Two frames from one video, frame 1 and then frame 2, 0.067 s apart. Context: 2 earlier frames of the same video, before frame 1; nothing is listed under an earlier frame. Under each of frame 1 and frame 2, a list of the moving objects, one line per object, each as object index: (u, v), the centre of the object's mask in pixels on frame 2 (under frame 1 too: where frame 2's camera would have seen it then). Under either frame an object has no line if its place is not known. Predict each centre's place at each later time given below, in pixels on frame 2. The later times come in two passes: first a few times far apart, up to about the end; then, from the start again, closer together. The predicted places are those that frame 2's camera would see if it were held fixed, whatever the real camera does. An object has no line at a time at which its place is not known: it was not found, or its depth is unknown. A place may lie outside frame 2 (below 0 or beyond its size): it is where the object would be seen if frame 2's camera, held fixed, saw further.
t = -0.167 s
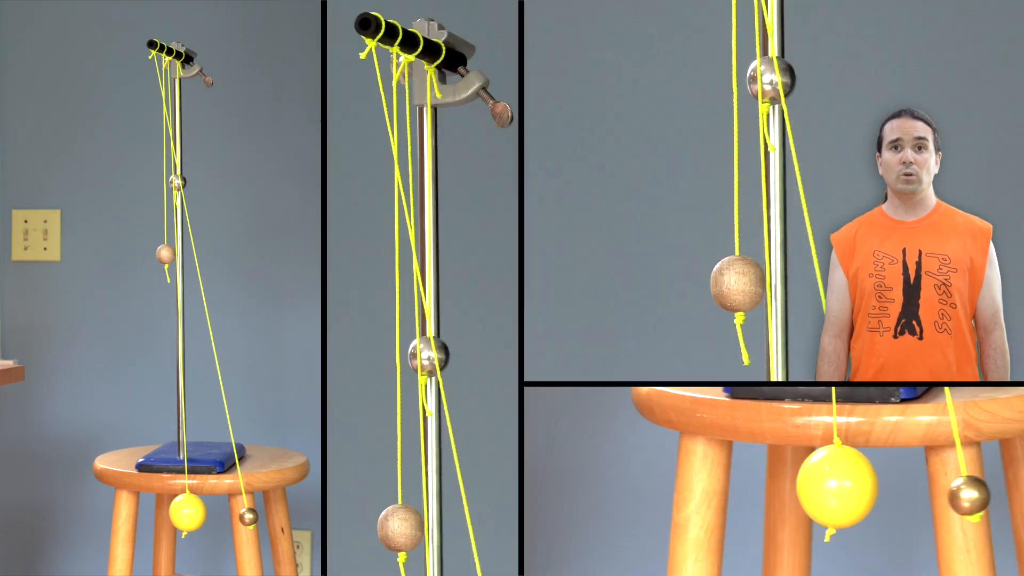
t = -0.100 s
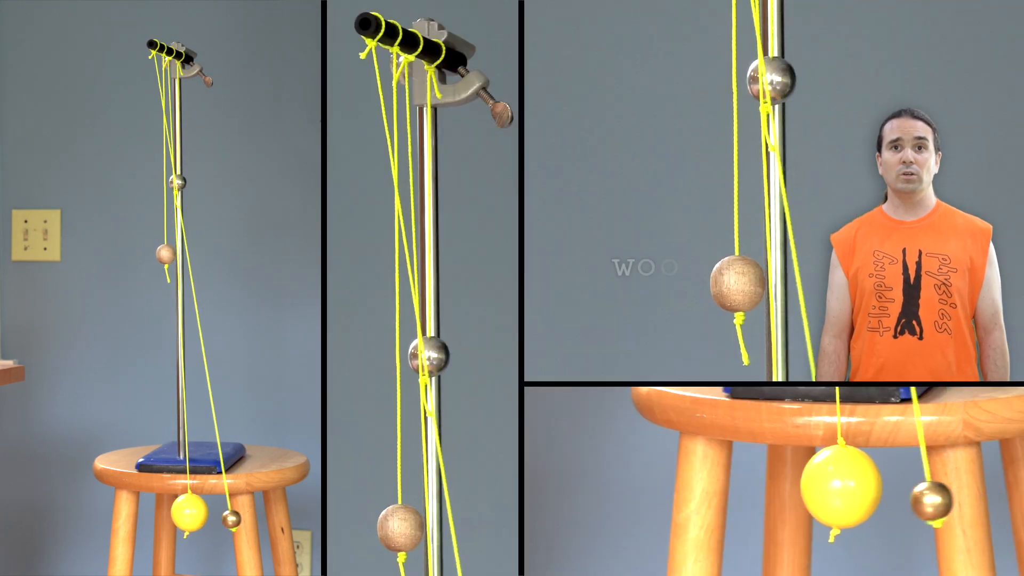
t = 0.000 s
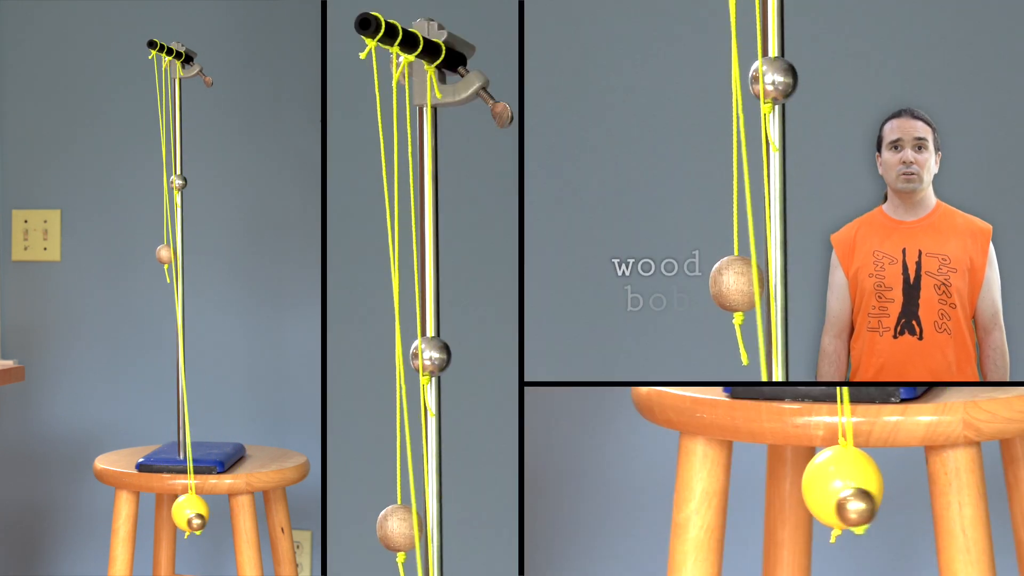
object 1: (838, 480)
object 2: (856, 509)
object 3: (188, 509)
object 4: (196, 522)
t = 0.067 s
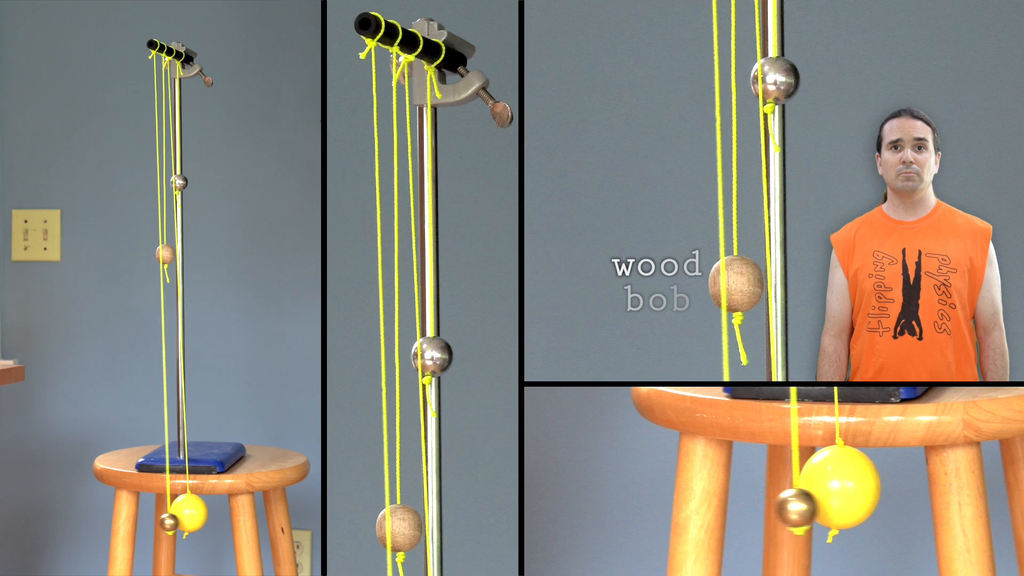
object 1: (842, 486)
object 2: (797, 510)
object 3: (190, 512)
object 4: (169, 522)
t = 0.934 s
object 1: (772, 480)
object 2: (822, 508)
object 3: (158, 509)
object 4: (181, 522)
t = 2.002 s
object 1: (790, 483)
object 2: (566, 476)
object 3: (166, 511)
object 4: (64, 507)
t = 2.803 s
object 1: (818, 485)
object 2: (990, 492)
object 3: (179, 512)
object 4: (258, 515)
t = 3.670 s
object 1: (776, 482)
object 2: (569, 476)
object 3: (159, 510)
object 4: (64, 507)
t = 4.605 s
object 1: (843, 487)
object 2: (930, 503)
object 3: (190, 512)
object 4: (231, 519)
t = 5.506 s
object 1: (762, 479)
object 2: (706, 502)
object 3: (153, 509)
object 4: (127, 519)
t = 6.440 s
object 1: (832, 487)
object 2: (718, 505)
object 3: (185, 513)
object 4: (133, 520)
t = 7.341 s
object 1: (791, 482)
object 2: (912, 504)
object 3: (166, 510)
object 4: (222, 520)
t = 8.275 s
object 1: (789, 483)
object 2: (576, 479)
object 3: (165, 511)
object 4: (68, 508)
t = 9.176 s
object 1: (834, 486)
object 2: (979, 495)
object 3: (186, 512)
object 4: (253, 516)
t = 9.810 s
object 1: (794, 484)
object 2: (587, 481)
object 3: (168, 511)
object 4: (72, 509)
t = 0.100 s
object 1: (837, 487)
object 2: (766, 509)
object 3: (188, 513)
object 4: (155, 522)
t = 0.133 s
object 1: (834, 487)
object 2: (737, 506)
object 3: (186, 513)
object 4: (142, 521)
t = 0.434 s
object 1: (791, 484)
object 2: (563, 475)
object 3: (166, 511)
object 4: (62, 507)
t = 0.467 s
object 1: (786, 483)
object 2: (560, 474)
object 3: (164, 511)
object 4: (60, 506)
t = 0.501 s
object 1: (781, 482)
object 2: (561, 474)
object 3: (162, 510)
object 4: (60, 506)
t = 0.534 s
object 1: (777, 482)
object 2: (565, 475)
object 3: (160, 510)
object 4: (62, 507)
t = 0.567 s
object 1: (773, 481)
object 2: (572, 477)
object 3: (158, 510)
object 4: (66, 507)
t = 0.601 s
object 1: (770, 481)
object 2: (583, 480)
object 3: (156, 510)
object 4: (71, 509)
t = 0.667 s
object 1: (765, 480)
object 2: (615, 487)
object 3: (154, 509)
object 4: (85, 512)
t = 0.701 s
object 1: (764, 480)
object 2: (635, 491)
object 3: (154, 509)
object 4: (94, 514)
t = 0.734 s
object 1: (763, 479)
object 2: (657, 495)
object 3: (153, 509)
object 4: (105, 516)
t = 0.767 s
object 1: (763, 479)
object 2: (682, 499)
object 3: (153, 509)
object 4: (116, 517)
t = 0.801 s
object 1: (764, 479)
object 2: (709, 502)
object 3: (154, 509)
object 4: (128, 519)
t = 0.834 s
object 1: (769, 477)
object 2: (736, 505)
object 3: (156, 508)
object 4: (141, 520)
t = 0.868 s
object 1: (768, 473)
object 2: (765, 508)
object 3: (156, 506)
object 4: (154, 521)
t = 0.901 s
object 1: (766, 476)
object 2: (794, 508)
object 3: (155, 508)
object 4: (168, 522)
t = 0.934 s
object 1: (772, 480)
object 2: (822, 508)
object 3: (158, 509)
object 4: (181, 522)
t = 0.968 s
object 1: (777, 481)
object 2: (850, 508)
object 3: (160, 510)
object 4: (194, 521)
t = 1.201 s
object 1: (812, 484)
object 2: (986, 494)
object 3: (176, 511)
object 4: (256, 515)
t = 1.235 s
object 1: (817, 485)
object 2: (993, 493)
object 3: (178, 512)
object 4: (259, 515)
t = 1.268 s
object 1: (822, 485)
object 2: (996, 492)
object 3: (181, 512)
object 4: (261, 514)
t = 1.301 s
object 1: (827, 485)
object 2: (995, 493)
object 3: (183, 512)
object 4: (260, 514)
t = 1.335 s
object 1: (831, 486)
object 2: (990, 494)
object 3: (185, 512)
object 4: (258, 515)
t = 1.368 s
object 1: (835, 486)
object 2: (980, 495)
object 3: (186, 512)
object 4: (254, 516)
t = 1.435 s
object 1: (840, 486)
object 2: (951, 500)
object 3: (189, 512)
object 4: (240, 518)
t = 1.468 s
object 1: (842, 486)
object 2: (931, 502)
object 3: (190, 512)
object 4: (231, 519)
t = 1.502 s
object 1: (843, 487)
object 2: (909, 505)
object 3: (190, 512)
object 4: (221, 520)
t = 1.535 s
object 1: (839, 485)
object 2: (884, 507)
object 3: (189, 512)
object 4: (209, 521)
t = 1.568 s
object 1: (839, 480)
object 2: (857, 509)
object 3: (188, 509)
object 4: (197, 522)
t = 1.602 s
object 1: (846, 480)
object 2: (829, 510)
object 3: (191, 510)
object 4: (184, 522)
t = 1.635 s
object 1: (843, 485)
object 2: (799, 510)
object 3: (190, 512)
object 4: (170, 522)
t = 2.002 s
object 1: (790, 483)
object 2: (566, 476)
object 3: (166, 511)
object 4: (64, 507)
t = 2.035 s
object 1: (785, 483)
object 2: (563, 475)
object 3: (162, 511)
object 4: (63, 506)
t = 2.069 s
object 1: (781, 482)
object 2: (563, 475)
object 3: (161, 510)
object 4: (63, 506)
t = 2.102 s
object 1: (776, 482)
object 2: (567, 476)
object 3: (159, 510)
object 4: (64, 507)
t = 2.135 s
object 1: (772, 481)
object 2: (574, 477)
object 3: (158, 510)
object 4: (68, 507)
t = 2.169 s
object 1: (769, 481)
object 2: (584, 480)
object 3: (156, 510)
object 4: (73, 509)
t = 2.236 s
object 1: (764, 480)
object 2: (615, 487)
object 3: (154, 509)
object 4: (87, 512)
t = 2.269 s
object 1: (763, 479)
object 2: (635, 491)
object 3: (153, 509)
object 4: (96, 514)
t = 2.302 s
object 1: (762, 479)
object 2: (657, 495)
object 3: (153, 509)
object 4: (106, 515)
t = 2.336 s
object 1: (762, 479)
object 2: (681, 498)
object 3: (153, 509)
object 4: (117, 517)
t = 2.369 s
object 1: (763, 479)
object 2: (708, 502)
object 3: (153, 509)
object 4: (129, 519)
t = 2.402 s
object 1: (768, 476)
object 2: (735, 505)
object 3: (156, 508)
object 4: (141, 520)
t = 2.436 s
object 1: (768, 472)
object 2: (763, 505)
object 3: (155, 506)
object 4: (154, 521)
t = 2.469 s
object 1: (766, 476)
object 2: (792, 506)
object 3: (155, 508)
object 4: (167, 522)
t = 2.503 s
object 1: (772, 480)
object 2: (820, 508)
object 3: (157, 509)
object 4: (180, 521)
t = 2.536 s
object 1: (777, 481)
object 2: (847, 506)
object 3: (159, 510)
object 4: (193, 521)
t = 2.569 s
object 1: (781, 481)
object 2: (873, 505)
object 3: (161, 510)
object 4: (205, 521)
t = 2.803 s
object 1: (818, 485)
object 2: (990, 492)
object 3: (179, 512)
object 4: (258, 515)
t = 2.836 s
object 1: (823, 485)
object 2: (993, 491)
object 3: (181, 512)
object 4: (259, 515)
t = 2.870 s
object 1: (827, 485)
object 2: (992, 492)
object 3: (183, 512)
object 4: (259, 515)
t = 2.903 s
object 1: (832, 486)
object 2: (987, 493)
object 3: (185, 512)
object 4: (257, 515)
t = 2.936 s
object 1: (835, 486)
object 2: (978, 494)
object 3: (187, 512)
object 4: (253, 516)
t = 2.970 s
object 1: (838, 486)
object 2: (966, 496)
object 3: (188, 512)
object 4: (247, 517)
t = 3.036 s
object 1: (843, 487)
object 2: (930, 501)
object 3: (190, 512)
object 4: (231, 519)
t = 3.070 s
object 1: (844, 487)
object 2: (908, 503)
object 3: (191, 513)
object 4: (221, 520)
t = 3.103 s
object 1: (840, 486)
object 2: (884, 506)
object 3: (189, 512)
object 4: (210, 521)
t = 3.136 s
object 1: (840, 481)
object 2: (857, 507)
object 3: (189, 509)
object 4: (197, 522)
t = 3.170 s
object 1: (847, 480)
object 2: (829, 508)
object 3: (192, 510)
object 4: (184, 523)
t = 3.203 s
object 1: (844, 485)
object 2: (799, 508)
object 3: (190, 512)
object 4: (170, 522)
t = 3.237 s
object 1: (838, 487)
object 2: (770, 507)
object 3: (188, 513)
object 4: (157, 522)
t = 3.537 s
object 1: (795, 484)
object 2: (576, 479)
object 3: (168, 511)
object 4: (67, 508)
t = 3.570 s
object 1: (790, 483)
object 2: (569, 477)
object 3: (166, 511)
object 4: (64, 507)
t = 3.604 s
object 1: (785, 483)
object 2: (565, 476)
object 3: (163, 511)
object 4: (62, 507)
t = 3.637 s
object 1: (780, 482)
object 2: (565, 475)
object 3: (161, 510)
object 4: (62, 507)
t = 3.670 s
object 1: (776, 482)
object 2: (569, 476)
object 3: (159, 510)
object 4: (64, 507)
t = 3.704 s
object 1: (772, 481)
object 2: (576, 478)
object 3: (157, 510)
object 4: (67, 508)
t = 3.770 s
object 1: (766, 480)
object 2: (599, 484)
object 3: (154, 509)
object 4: (78, 510)
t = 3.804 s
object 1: (764, 480)
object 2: (616, 487)
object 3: (153, 509)
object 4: (86, 512)
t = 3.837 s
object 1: (762, 479)
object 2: (636, 491)
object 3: (153, 509)
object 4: (95, 514)
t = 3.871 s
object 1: (762, 479)
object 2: (657, 495)
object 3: (153, 509)
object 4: (104, 516)
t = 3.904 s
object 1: (762, 479)
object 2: (681, 498)
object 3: (153, 509)
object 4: (116, 517)
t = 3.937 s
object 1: (763, 479)
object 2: (707, 502)
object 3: (153, 509)
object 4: (128, 519)
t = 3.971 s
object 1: (768, 476)
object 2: (734, 505)
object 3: (155, 508)
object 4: (140, 520)
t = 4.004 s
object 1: (767, 472)
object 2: (762, 507)
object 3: (155, 506)
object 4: (153, 521)
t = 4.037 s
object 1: (766, 475)
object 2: (790, 508)
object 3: (154, 507)
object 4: (166, 522)
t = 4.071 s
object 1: (771, 480)
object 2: (818, 508)
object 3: (157, 509)
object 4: (179, 522)
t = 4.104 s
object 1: (776, 481)
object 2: (845, 508)
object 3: (159, 510)
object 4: (191, 522)
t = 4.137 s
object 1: (781, 481)
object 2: (871, 507)
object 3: (161, 510)
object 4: (203, 521)
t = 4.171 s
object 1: (786, 482)
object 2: (896, 505)
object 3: (164, 510)
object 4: (215, 520)
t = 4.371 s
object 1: (818, 485)
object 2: (987, 494)
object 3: (179, 512)
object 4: (257, 515)
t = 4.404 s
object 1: (823, 485)
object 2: (991, 493)
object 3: (181, 512)
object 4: (258, 515)
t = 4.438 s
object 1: (828, 485)
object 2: (990, 493)
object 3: (183, 512)
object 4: (258, 515)
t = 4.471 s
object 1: (832, 486)
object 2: (985, 494)
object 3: (185, 512)
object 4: (256, 515)
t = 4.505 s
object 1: (836, 486)
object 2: (977, 496)
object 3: (187, 512)
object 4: (252, 516)
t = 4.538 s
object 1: (839, 486)
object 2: (965, 498)
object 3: (188, 512)
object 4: (247, 517)
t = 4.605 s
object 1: (843, 487)
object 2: (930, 503)
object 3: (190, 512)
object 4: (231, 519)
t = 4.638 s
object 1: (844, 487)
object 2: (908, 505)
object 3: (191, 513)
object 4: (220, 520)
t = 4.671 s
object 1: (840, 486)
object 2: (885, 507)
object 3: (189, 512)
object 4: (210, 521)
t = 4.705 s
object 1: (840, 481)
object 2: (858, 509)
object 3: (189, 510)
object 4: (198, 522)
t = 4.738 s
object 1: (847, 480)
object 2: (831, 511)
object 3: (192, 510)
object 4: (185, 523)
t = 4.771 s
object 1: (844, 486)
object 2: (801, 510)
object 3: (191, 512)
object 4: (171, 522)
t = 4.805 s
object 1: (839, 487)
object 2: (772, 509)
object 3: (188, 513)
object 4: (158, 522)
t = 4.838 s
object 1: (836, 487)
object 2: (743, 507)
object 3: (187, 513)
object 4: (145, 521)
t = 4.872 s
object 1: (832, 487)
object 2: (716, 505)
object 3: (185, 513)
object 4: (132, 520)
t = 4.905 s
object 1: (827, 487)
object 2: (689, 501)
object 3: (183, 512)
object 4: (119, 519)
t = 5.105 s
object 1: (795, 484)
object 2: (579, 479)
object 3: (168, 511)
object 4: (69, 508)
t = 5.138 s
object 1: (790, 483)
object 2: (571, 478)
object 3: (166, 511)
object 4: (65, 508)
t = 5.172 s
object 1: (785, 483)
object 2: (568, 476)
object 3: (163, 511)
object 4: (64, 507)
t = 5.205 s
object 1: (780, 482)
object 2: (567, 476)
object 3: (161, 510)
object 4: (64, 507)
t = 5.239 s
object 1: (775, 481)
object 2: (571, 477)
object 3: (159, 510)
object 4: (65, 507)
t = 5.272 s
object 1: (771, 481)
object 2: (577, 479)
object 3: (157, 510)
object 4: (68, 508)
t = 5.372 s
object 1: (763, 480)
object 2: (617, 487)
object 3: (153, 509)
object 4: (86, 512)
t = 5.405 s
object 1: (762, 479)
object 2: (636, 491)
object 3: (153, 509)
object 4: (95, 514)
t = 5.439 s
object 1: (761, 479)
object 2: (657, 495)
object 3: (152, 509)
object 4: (105, 516)
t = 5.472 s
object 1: (761, 479)
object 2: (681, 498)
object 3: (153, 509)
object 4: (115, 517)
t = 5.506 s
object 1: (762, 479)
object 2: (706, 502)
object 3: (153, 509)
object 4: (127, 519)
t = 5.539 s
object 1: (767, 476)
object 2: (733, 505)
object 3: (155, 508)
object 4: (140, 520)
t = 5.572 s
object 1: (767, 472)
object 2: (760, 507)
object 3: (155, 506)
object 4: (152, 521)
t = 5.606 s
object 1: (765, 475)
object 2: (788, 506)
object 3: (154, 507)
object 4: (165, 521)
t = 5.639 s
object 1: (770, 479)
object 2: (816, 508)
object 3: (157, 509)
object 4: (178, 522)
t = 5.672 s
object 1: (776, 481)
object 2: (843, 508)
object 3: (159, 510)
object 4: (190, 521)
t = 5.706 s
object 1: (780, 481)
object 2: (869, 507)
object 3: (161, 510)
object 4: (202, 521)
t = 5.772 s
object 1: (791, 482)
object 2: (915, 503)
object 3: (166, 510)
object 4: (223, 519)
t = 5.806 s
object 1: (796, 483)
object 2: (935, 501)
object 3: (168, 511)
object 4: (233, 518)
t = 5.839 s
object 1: (802, 483)
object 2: (953, 499)
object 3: (171, 511)
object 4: (241, 517)
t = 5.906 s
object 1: (813, 484)
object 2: (978, 495)
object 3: (176, 511)
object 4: (252, 516)
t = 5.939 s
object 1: (819, 485)
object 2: (985, 494)
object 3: (179, 512)
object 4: (256, 515)
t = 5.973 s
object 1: (824, 485)
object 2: (988, 494)
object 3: (181, 512)
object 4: (257, 515)
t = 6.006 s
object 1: (828, 486)
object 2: (988, 494)
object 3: (183, 512)
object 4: (257, 515)
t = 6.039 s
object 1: (833, 486)
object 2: (983, 495)
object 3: (185, 512)
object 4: (255, 516)
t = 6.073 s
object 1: (836, 486)
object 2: (975, 496)
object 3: (187, 512)
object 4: (251, 516)
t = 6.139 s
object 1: (842, 486)
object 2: (948, 500)
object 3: (190, 512)
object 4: (239, 518)
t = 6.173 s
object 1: (844, 487)
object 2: (929, 503)
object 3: (191, 512)
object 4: (230, 519)
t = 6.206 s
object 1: (845, 487)
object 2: (908, 505)
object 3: (191, 513)
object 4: (221, 520)
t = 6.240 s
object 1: (841, 486)
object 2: (885, 508)
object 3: (189, 512)
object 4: (210, 521)
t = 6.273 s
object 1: (841, 481)
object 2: (859, 509)
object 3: (189, 509)
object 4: (198, 522)
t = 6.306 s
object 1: (848, 481)
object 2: (831, 511)
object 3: (192, 510)
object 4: (185, 523)
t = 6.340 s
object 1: (845, 486)
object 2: (802, 510)
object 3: (191, 512)
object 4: (172, 522)
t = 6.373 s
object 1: (839, 487)
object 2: (773, 509)
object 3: (189, 513)
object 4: (158, 522)
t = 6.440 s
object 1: (832, 487)
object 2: (718, 505)
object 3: (185, 513)
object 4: (133, 520)
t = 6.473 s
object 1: (828, 487)
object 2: (691, 501)
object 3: (183, 513)
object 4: (120, 519)
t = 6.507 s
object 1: (823, 486)
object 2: (666, 498)
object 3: (181, 512)
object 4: (109, 517)
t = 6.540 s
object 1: (818, 486)
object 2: (644, 494)
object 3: (178, 512)
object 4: (99, 515)
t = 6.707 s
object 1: (789, 483)
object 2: (574, 478)
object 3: (165, 511)
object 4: (66, 508)
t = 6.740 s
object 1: (784, 483)
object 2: (570, 477)
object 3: (163, 511)
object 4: (65, 507)
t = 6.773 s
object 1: (779, 482)
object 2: (570, 477)
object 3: (161, 510)
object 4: (65, 507)
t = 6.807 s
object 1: (775, 481)
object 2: (572, 477)
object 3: (159, 510)
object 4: (66, 507)
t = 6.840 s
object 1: (771, 481)
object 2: (579, 479)
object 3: (157, 510)
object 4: (69, 508)
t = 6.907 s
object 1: (764, 480)
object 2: (602, 484)
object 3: (154, 509)
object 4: (79, 511)
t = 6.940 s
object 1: (762, 479)
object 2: (618, 487)
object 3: (153, 509)
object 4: (87, 512)
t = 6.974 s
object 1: (761, 479)
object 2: (636, 491)
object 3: (152, 509)
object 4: (95, 514)
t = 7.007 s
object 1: (760, 479)
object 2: (657, 495)
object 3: (152, 509)
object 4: (105, 516)
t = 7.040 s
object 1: (760, 479)
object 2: (681, 498)
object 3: (152, 509)
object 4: (115, 517)
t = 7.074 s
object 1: (761, 479)
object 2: (706, 502)
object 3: (152, 509)
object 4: (127, 519)
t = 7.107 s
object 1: (766, 476)
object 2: (732, 505)
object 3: (155, 508)
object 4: (139, 520)
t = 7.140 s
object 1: (766, 472)
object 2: (759, 507)
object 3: (155, 506)
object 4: (152, 521)
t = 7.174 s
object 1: (764, 475)
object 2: (787, 508)
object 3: (154, 507)
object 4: (164, 521)
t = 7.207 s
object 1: (769, 479)
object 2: (814, 508)
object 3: (156, 509)
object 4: (177, 522)
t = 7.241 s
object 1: (776, 481)
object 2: (841, 508)
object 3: (159, 510)
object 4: (189, 521)
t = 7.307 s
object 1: (785, 482)
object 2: (891, 506)
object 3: (163, 510)
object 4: (212, 520)
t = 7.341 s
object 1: (791, 482)
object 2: (912, 504)
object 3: (166, 510)
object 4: (222, 520)
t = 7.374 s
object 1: (796, 483)
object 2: (932, 501)
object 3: (168, 511)
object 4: (232, 519)
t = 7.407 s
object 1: (802, 483)
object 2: (950, 499)
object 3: (171, 511)
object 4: (240, 517)
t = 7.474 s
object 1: (813, 484)
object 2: (975, 496)
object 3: (177, 511)
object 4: (251, 516)
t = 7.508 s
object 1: (819, 485)
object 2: (982, 495)
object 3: (179, 512)
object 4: (254, 515)
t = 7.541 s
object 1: (824, 485)
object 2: (985, 494)
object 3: (181, 512)
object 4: (256, 515)
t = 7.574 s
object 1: (829, 486)
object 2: (985, 494)
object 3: (184, 512)
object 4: (256, 515)
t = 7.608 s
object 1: (833, 486)
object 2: (981, 495)
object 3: (186, 512)
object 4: (254, 516)
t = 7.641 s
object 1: (837, 486)
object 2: (973, 496)
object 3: (188, 512)
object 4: (250, 516)
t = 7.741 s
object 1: (845, 487)
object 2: (929, 503)
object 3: (191, 513)
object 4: (230, 519)
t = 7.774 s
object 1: (846, 487)
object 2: (908, 505)
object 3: (192, 512)
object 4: (220, 520)
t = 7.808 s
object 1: (841, 486)
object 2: (885, 507)
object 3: (189, 512)
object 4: (210, 521)
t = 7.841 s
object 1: (842, 481)
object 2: (859, 509)
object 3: (190, 509)
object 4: (198, 522)
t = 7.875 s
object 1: (848, 481)
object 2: (832, 511)
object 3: (193, 510)
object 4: (186, 523)
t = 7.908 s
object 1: (845, 486)
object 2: (804, 510)
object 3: (192, 512)
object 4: (172, 522)
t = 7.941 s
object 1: (840, 487)
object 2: (775, 509)
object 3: (189, 513)
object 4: (159, 522)
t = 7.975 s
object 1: (836, 487)
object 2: (747, 507)
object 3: (187, 513)
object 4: (146, 521)
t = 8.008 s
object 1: (832, 487)
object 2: (720, 505)
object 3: (185, 513)
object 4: (133, 520)
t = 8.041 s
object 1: (828, 487)
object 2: (693, 501)
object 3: (183, 512)
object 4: (121, 519)
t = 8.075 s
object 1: (823, 486)
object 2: (668, 498)
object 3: (181, 512)
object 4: (110, 517)
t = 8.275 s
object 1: (789, 483)
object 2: (576, 479)
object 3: (165, 511)
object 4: (68, 508)
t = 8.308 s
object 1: (784, 483)
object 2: (572, 477)
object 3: (163, 511)
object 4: (66, 507)
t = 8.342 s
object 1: (779, 482)
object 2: (572, 477)
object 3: (161, 510)
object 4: (66, 507)
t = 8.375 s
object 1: (774, 481)
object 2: (574, 478)
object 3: (158, 510)
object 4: (67, 508)
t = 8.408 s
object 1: (770, 481)
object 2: (581, 479)
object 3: (157, 510)
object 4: (70, 508)
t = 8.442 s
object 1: (766, 480)
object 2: (590, 482)
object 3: (155, 509)
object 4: (74, 509)
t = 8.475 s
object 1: (764, 480)
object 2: (603, 484)
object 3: (154, 509)
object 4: (80, 511)
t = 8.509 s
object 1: (762, 479)
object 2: (619, 488)
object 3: (153, 509)
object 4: (87, 512)
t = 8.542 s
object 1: (760, 479)
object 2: (637, 491)
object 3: (152, 509)
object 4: (95, 514)
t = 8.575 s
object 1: (760, 479)
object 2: (657, 495)
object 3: (152, 509)
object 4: (105, 516)
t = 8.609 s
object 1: (760, 479)
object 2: (680, 498)
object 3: (152, 509)
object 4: (115, 517)
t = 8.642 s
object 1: (760, 479)
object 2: (705, 502)
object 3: (152, 509)
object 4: (127, 519)
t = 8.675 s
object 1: (766, 476)
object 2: (731, 505)
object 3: (155, 508)
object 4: (139, 520)
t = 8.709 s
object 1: (766, 472)
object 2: (758, 507)
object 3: (155, 506)
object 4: (151, 521)
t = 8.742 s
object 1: (764, 475)
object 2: (785, 508)
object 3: (154, 507)
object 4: (164, 522)
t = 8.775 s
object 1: (768, 479)
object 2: (812, 508)
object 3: (156, 509)
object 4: (176, 522)
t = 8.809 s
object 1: (775, 480)
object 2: (838, 508)
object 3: (159, 510)
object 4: (188, 522)
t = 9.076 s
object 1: (819, 485)
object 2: (979, 495)
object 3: (179, 512)
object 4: (253, 516)
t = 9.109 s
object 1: (825, 485)
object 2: (983, 495)
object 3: (182, 512)
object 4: (255, 516)
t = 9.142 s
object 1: (829, 486)
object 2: (983, 495)
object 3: (184, 512)
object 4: (255, 516)
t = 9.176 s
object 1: (834, 486)
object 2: (979, 495)
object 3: (186, 512)
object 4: (253, 516)
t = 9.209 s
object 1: (838, 486)
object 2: (972, 497)
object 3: (188, 512)
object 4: (250, 516)
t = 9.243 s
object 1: (841, 486)
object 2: (961, 498)
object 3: (189, 512)
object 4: (244, 517)
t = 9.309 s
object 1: (845, 487)
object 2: (928, 503)
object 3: (191, 513)
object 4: (229, 519)
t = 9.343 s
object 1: (846, 487)
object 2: (907, 505)
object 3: (192, 513)
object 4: (220, 520)
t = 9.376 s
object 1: (842, 486)
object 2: (885, 508)
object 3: (190, 512)
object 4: (210, 521)
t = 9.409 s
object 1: (842, 481)
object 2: (859, 509)
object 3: (190, 509)
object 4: (198, 522)
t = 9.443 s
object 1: (849, 481)
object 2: (833, 510)
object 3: (193, 510)
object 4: (186, 523)
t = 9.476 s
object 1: (846, 486)
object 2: (805, 510)
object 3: (192, 512)
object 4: (173, 522)
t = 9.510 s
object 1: (840, 487)
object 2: (776, 509)
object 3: (189, 513)
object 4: (160, 522)
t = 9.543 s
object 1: (837, 487)
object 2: (748, 508)
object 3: (187, 513)
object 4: (147, 521)
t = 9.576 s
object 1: (833, 487)
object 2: (722, 505)
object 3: (185, 513)
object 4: (135, 520)
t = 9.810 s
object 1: (794, 484)
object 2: (587, 481)
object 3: (168, 511)
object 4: (72, 509)
